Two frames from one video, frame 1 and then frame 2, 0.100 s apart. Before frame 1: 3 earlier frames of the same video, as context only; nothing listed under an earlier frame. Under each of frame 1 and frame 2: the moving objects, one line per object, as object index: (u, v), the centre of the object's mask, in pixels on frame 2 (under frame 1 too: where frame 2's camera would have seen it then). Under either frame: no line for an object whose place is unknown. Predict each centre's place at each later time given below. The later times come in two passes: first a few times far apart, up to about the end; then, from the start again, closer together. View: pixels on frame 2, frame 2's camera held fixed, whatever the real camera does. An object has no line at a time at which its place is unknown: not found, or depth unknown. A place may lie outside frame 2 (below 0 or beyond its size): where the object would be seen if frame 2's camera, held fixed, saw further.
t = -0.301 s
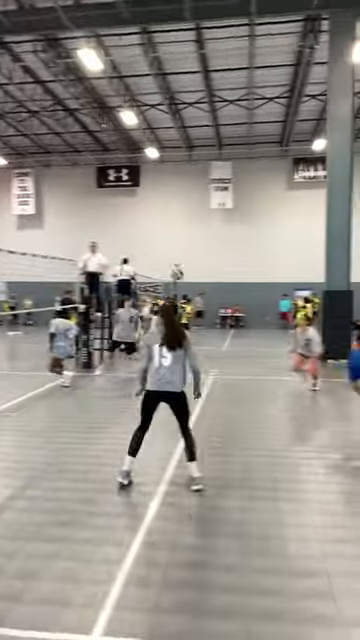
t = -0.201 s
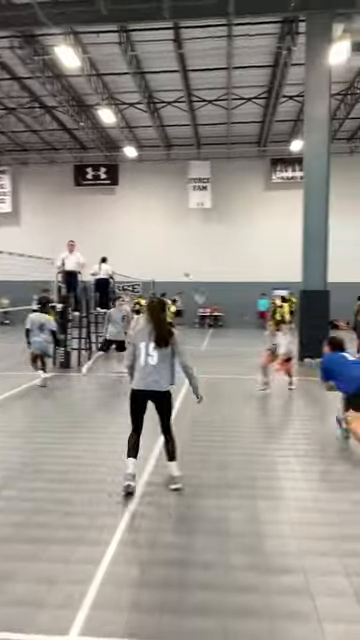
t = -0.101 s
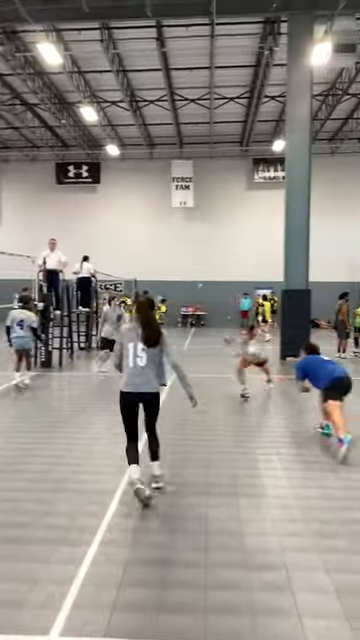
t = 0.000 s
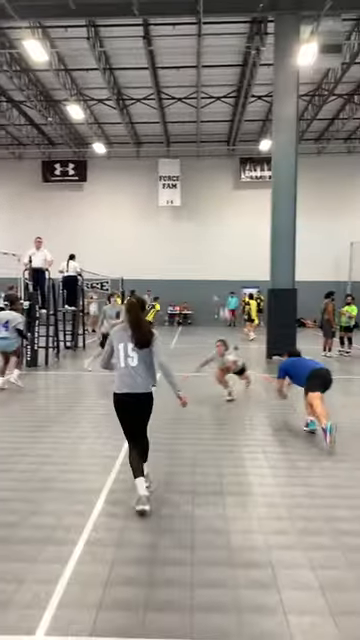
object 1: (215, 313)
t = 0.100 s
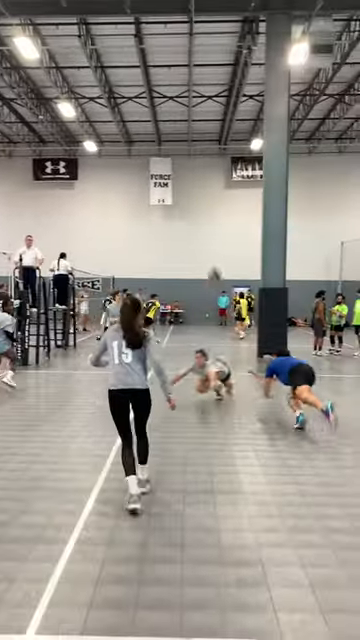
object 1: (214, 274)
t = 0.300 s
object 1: (208, 204)
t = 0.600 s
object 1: (196, 135)
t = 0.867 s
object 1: (182, 134)
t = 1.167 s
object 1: (155, 246)
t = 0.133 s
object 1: (213, 262)
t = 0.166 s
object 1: (212, 249)
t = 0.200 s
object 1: (211, 237)
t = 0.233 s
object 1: (210, 226)
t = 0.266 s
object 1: (209, 215)
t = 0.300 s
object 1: (208, 204)
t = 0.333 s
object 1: (207, 195)
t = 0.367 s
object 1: (205, 183)
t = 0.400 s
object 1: (205, 173)
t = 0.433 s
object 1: (203, 165)
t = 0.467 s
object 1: (202, 156)
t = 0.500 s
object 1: (201, 151)
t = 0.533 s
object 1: (198, 144)
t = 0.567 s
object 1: (198, 139)
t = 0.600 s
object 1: (196, 135)
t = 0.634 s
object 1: (195, 131)
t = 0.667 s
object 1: (194, 129)
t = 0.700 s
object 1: (191, 126)
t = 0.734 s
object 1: (190, 127)
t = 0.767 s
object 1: (188, 127)
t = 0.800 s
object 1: (187, 127)
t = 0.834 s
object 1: (184, 131)
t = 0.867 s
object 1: (182, 134)
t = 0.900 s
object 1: (180, 140)
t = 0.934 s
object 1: (177, 149)
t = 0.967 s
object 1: (175, 156)
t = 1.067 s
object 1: (166, 192)
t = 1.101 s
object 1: (163, 210)
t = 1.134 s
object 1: (158, 225)
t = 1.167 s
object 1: (155, 246)
